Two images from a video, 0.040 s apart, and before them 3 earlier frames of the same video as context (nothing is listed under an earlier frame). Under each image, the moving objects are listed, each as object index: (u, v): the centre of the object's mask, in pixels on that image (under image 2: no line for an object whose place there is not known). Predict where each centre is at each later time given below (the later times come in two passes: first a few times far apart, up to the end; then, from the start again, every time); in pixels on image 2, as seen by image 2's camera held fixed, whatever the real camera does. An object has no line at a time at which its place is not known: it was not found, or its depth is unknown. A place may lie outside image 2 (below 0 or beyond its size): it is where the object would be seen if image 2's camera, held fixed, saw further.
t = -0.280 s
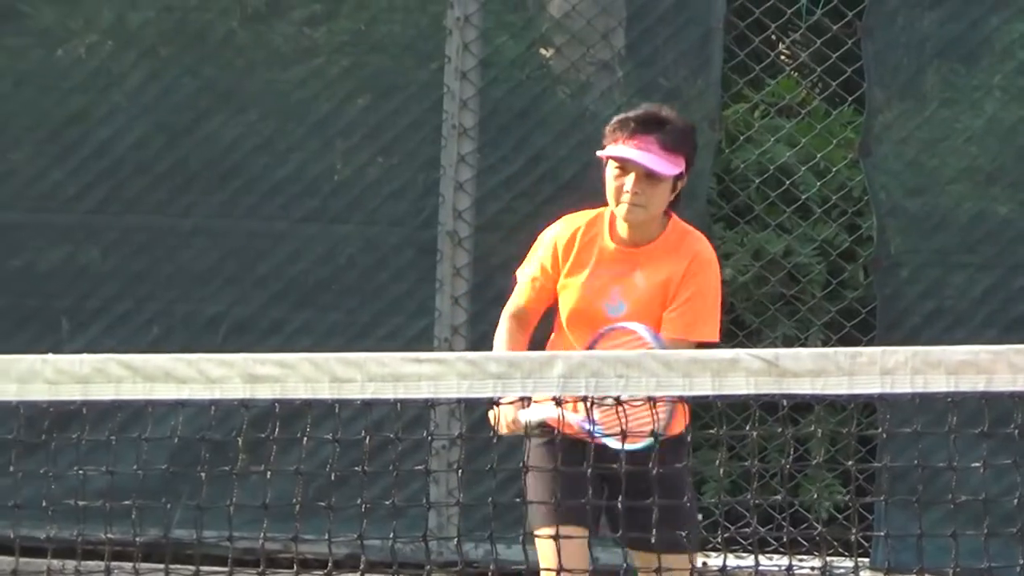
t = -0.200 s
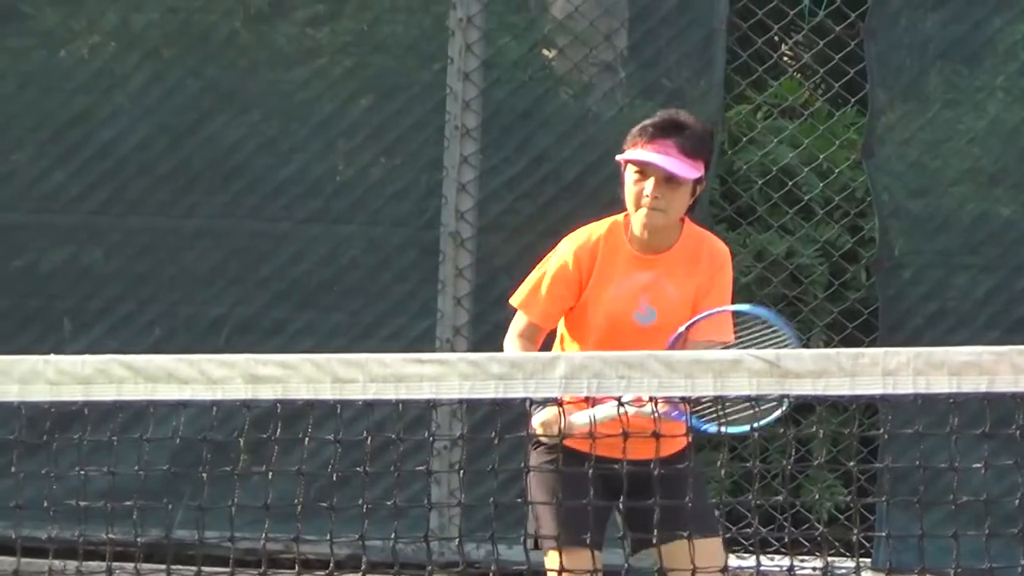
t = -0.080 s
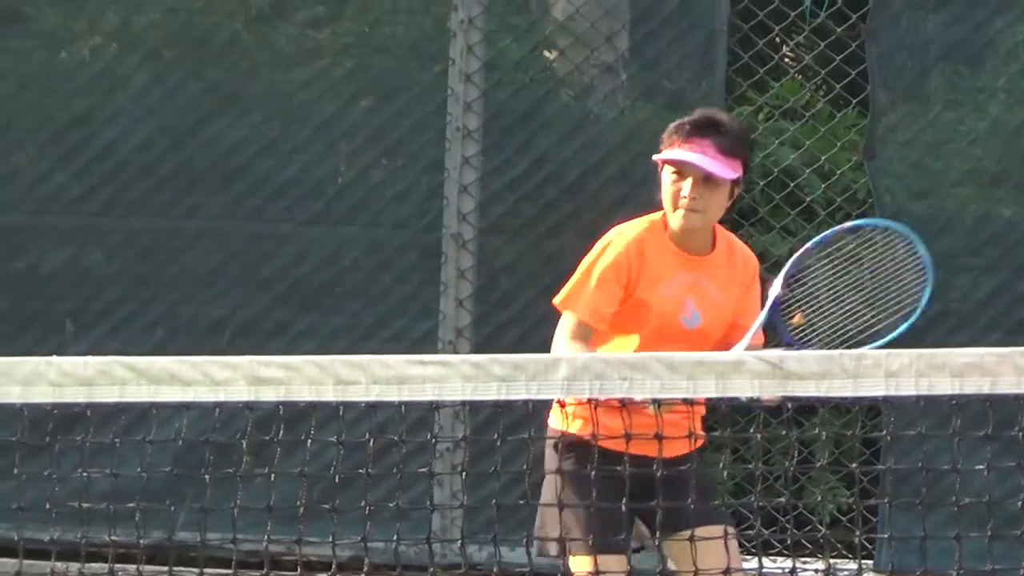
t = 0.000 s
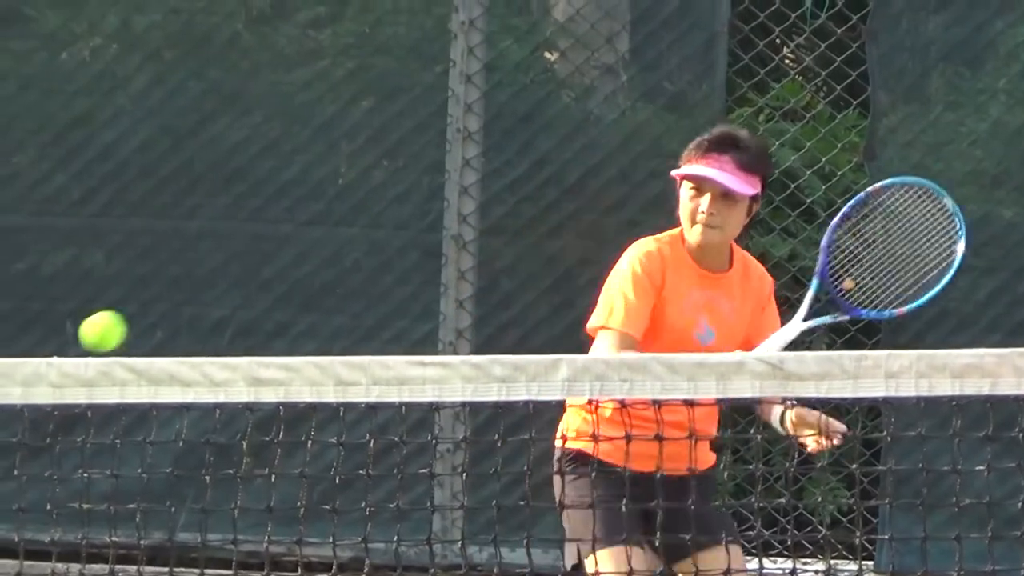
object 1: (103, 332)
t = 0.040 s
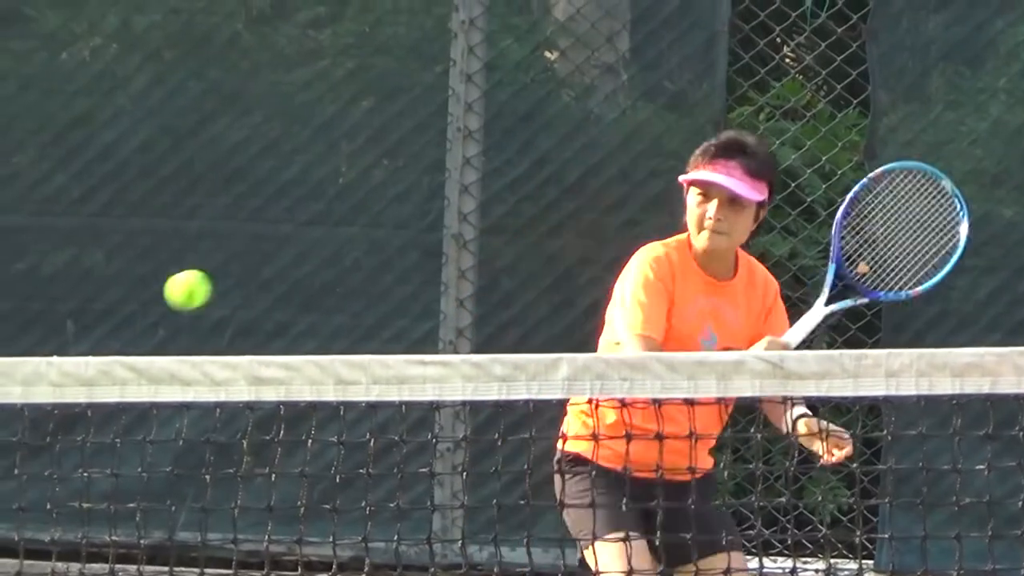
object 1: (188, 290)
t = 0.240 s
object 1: (574, 229)
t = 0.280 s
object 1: (643, 243)
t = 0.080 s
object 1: (270, 259)
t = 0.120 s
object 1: (349, 238)
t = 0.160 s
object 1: (426, 225)
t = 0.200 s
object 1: (501, 223)
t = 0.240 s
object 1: (574, 229)
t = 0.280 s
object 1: (643, 243)
